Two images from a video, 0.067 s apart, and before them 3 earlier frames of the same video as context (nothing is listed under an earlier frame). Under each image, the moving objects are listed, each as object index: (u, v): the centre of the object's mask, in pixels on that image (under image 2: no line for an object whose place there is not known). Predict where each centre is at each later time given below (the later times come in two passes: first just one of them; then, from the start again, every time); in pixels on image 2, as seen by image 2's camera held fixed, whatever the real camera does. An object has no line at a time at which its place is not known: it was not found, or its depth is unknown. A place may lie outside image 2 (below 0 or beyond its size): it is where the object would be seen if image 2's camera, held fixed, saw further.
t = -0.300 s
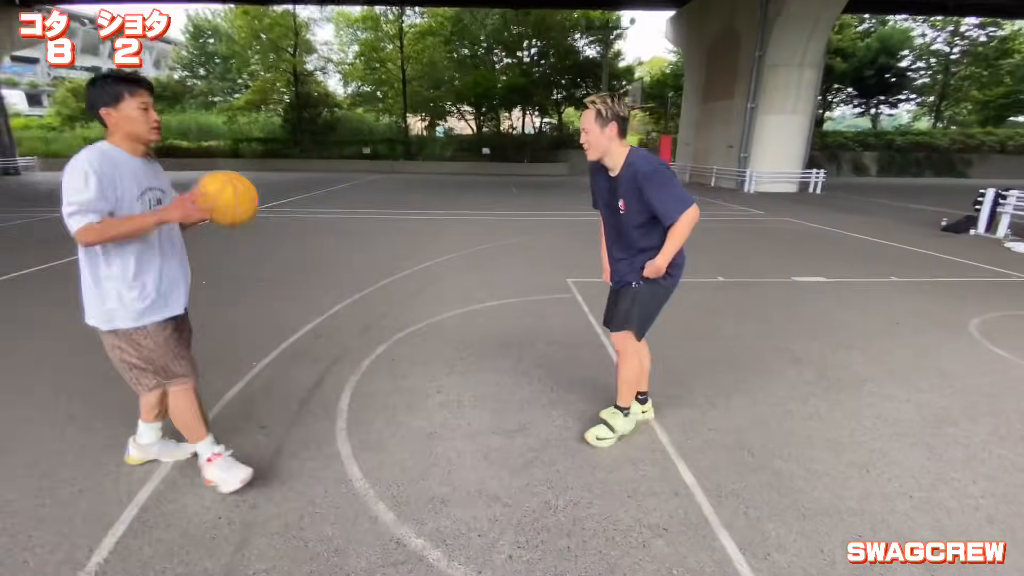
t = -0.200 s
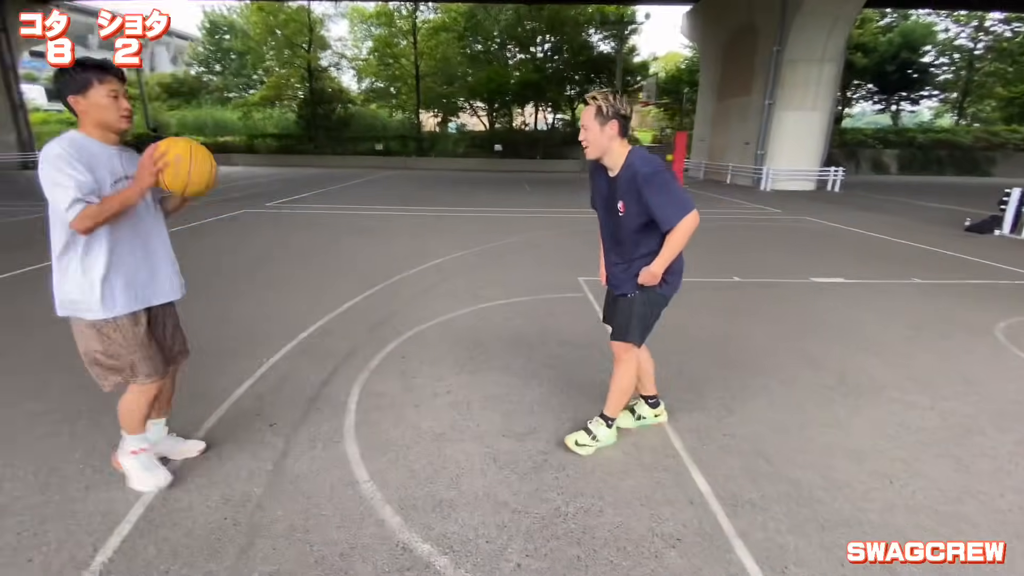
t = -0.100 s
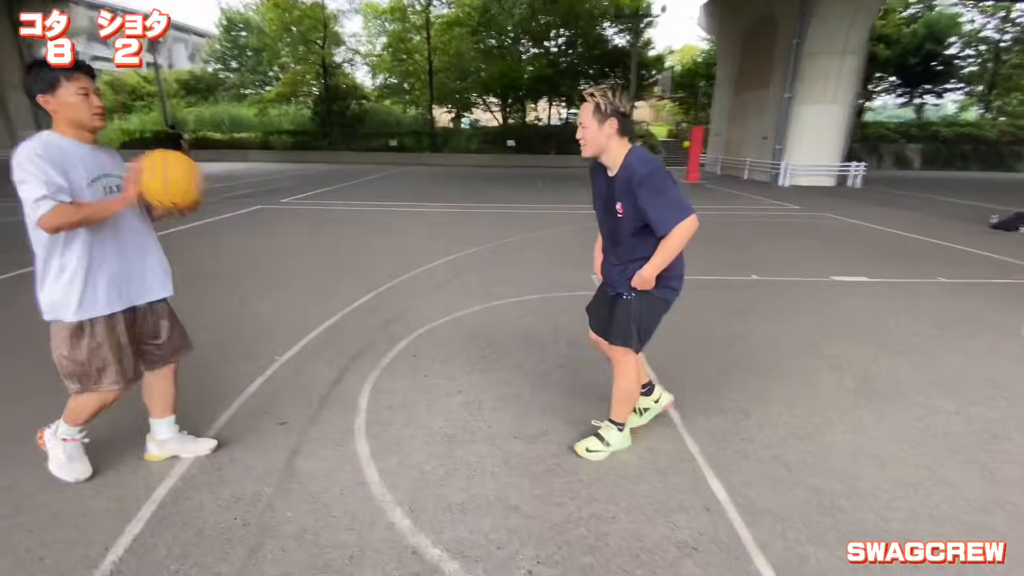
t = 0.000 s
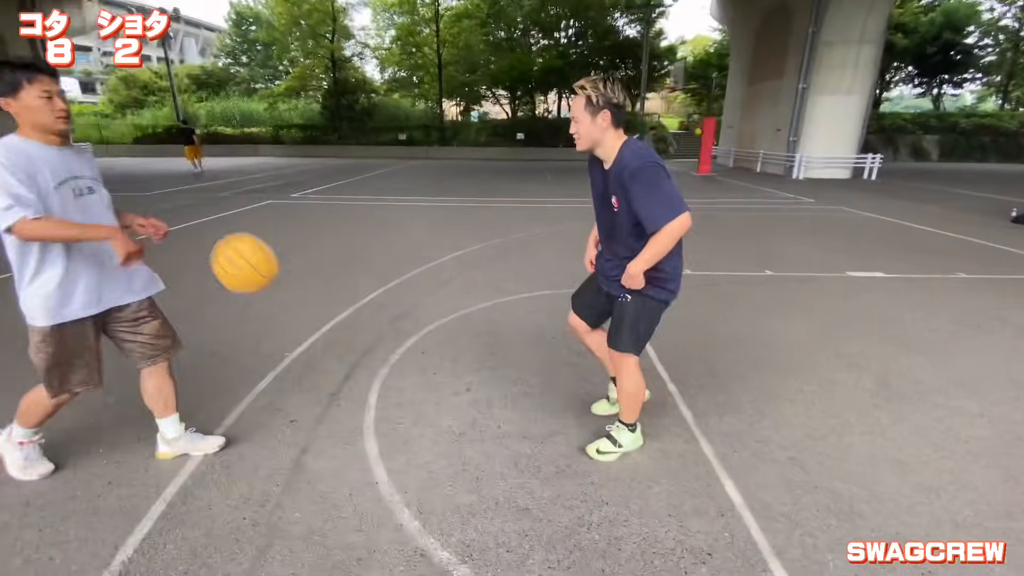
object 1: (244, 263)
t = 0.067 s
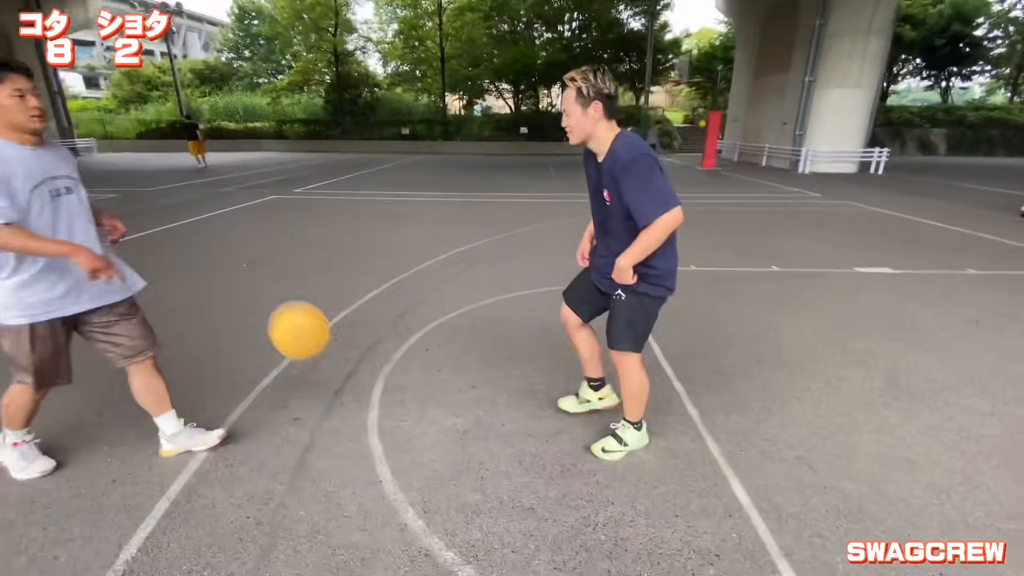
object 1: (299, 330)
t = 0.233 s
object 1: (375, 371)
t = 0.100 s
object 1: (324, 366)
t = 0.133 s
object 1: (347, 401)
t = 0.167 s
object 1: (364, 421)
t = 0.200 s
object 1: (369, 396)
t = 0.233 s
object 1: (375, 371)
